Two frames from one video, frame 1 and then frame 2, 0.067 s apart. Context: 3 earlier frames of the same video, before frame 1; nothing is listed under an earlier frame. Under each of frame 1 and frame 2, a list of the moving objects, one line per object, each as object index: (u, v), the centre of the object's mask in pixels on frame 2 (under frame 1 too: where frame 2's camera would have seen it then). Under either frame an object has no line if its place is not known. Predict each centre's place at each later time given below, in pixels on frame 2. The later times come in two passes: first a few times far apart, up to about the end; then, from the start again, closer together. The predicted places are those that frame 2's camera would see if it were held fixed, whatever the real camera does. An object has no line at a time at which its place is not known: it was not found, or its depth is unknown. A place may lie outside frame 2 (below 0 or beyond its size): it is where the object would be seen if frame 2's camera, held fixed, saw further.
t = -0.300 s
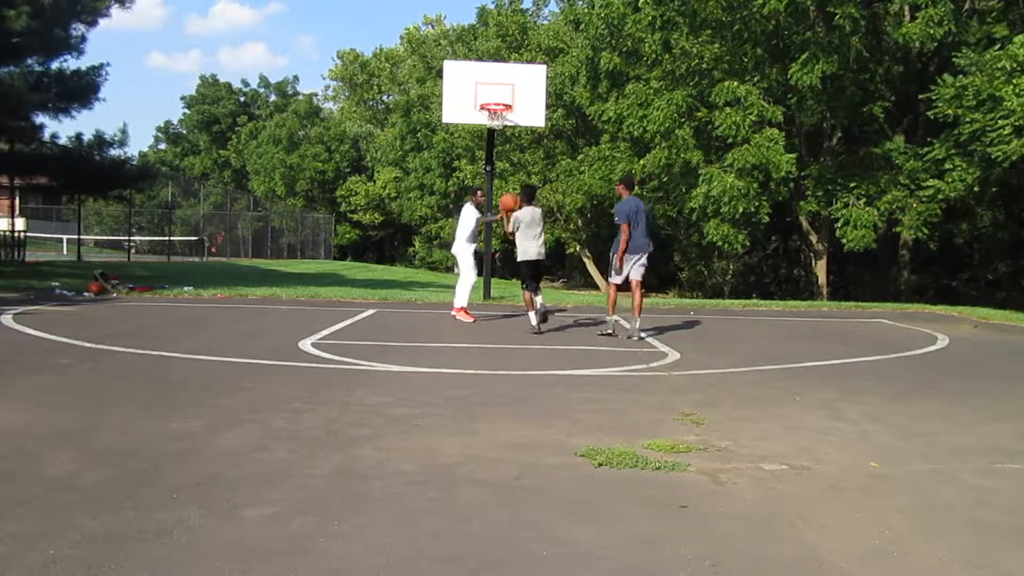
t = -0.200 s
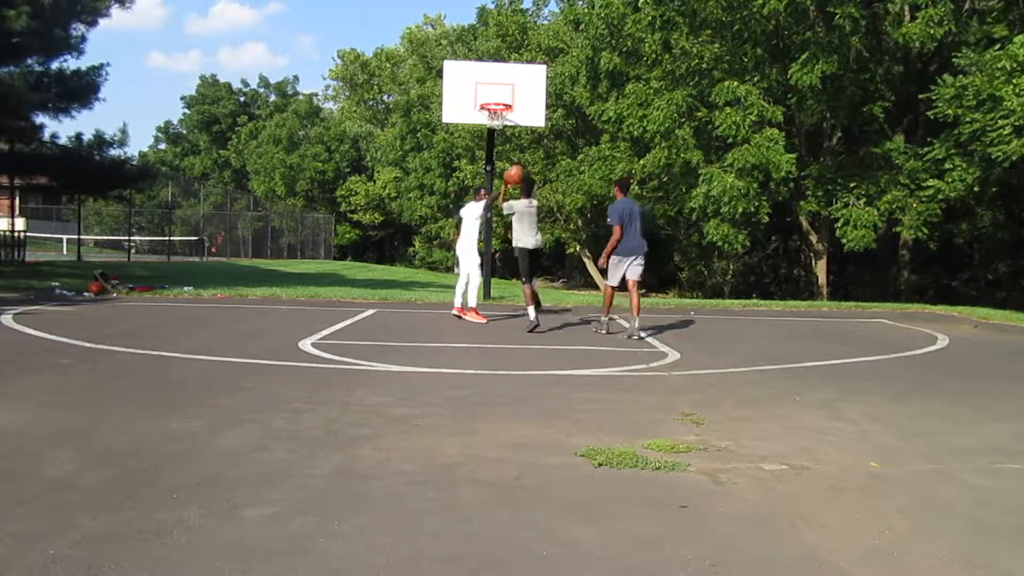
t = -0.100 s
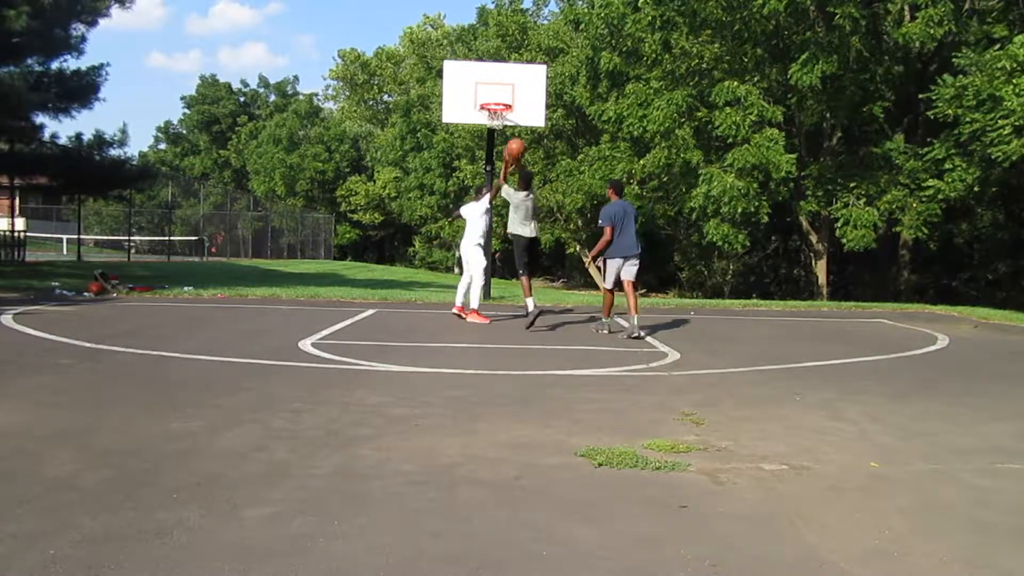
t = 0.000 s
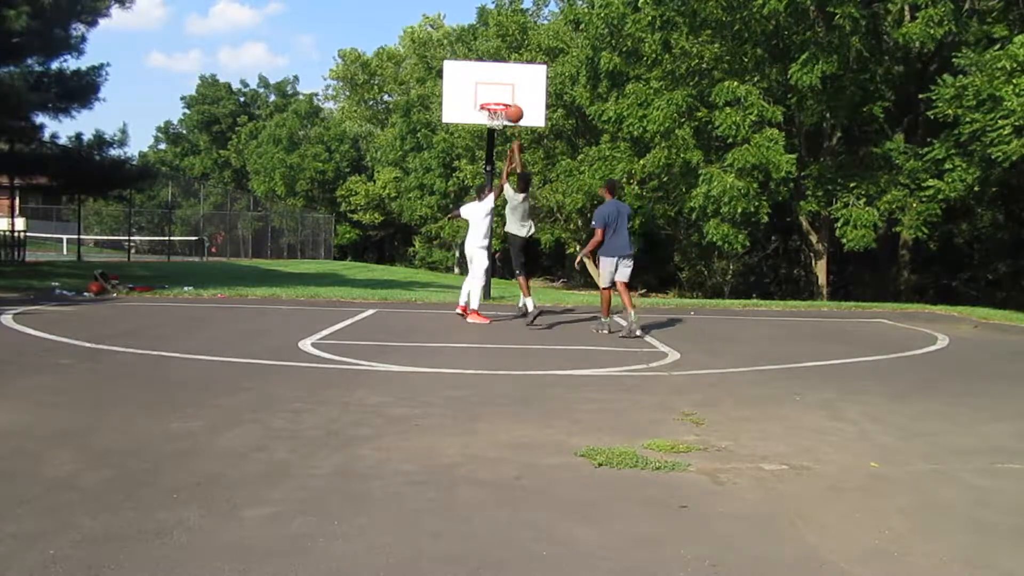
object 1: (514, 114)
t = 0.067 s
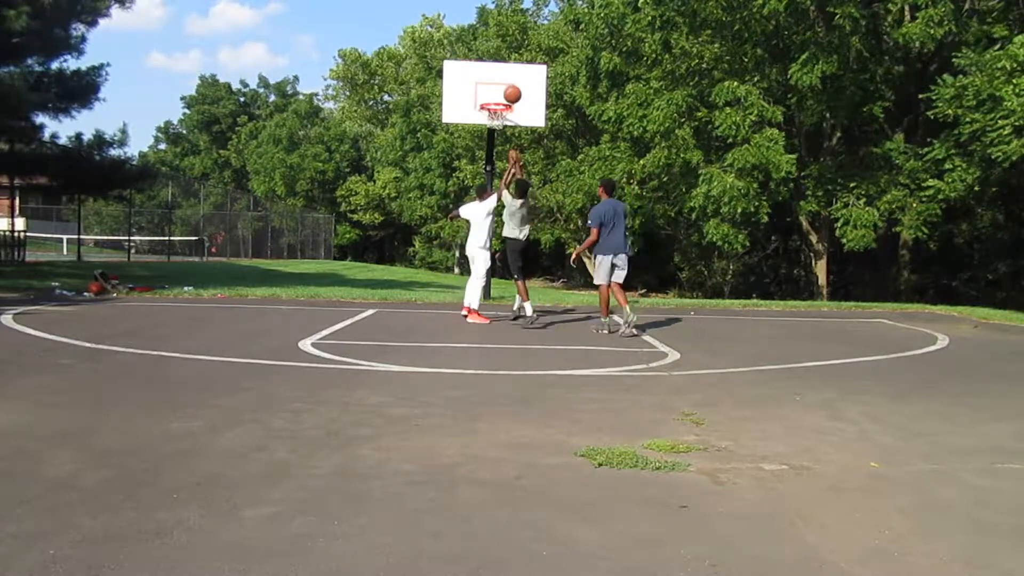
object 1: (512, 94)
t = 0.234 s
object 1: (507, 62)
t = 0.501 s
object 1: (502, 56)
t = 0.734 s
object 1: (496, 95)
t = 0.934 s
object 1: (496, 120)
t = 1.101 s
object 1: (495, 116)
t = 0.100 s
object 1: (512, 86)
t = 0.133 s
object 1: (511, 79)
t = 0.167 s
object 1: (510, 72)
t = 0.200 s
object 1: (509, 66)
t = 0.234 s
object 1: (507, 62)
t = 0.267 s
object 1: (507, 59)
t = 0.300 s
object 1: (506, 56)
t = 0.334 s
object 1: (505, 54)
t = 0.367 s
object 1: (504, 53)
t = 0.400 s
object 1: (504, 53)
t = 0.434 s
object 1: (503, 53)
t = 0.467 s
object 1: (502, 55)
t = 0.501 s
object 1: (502, 56)
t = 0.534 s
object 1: (500, 61)
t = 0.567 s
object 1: (500, 65)
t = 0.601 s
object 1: (499, 69)
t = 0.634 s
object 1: (498, 75)
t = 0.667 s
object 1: (497, 81)
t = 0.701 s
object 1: (496, 87)
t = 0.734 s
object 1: (496, 95)
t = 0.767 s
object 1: (495, 99)
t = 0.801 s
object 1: (495, 113)
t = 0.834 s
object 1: (495, 118)
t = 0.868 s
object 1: (495, 120)
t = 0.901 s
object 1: (495, 120)
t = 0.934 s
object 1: (496, 120)
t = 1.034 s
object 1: (496, 118)
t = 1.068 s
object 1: (495, 117)
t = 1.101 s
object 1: (495, 116)
